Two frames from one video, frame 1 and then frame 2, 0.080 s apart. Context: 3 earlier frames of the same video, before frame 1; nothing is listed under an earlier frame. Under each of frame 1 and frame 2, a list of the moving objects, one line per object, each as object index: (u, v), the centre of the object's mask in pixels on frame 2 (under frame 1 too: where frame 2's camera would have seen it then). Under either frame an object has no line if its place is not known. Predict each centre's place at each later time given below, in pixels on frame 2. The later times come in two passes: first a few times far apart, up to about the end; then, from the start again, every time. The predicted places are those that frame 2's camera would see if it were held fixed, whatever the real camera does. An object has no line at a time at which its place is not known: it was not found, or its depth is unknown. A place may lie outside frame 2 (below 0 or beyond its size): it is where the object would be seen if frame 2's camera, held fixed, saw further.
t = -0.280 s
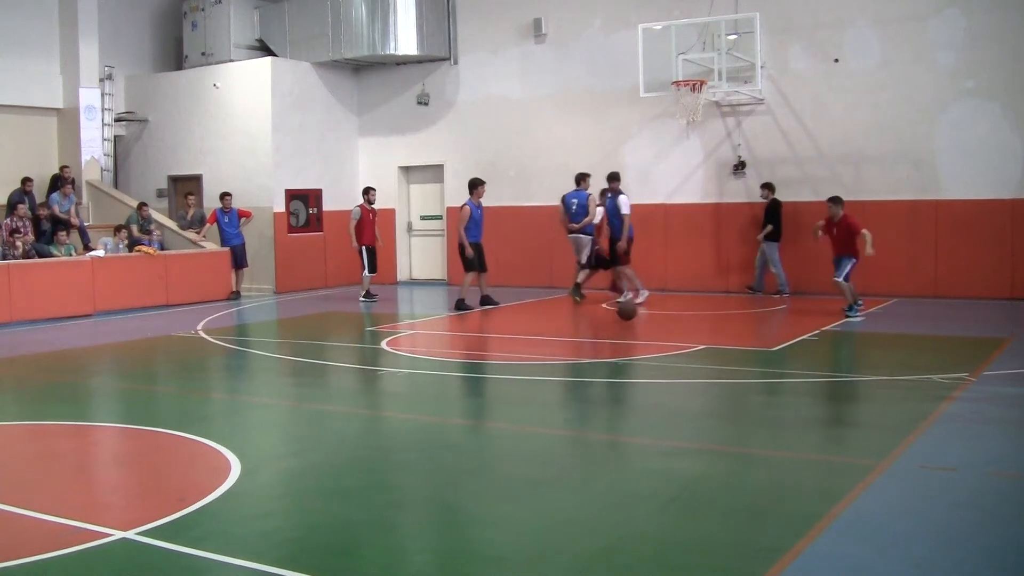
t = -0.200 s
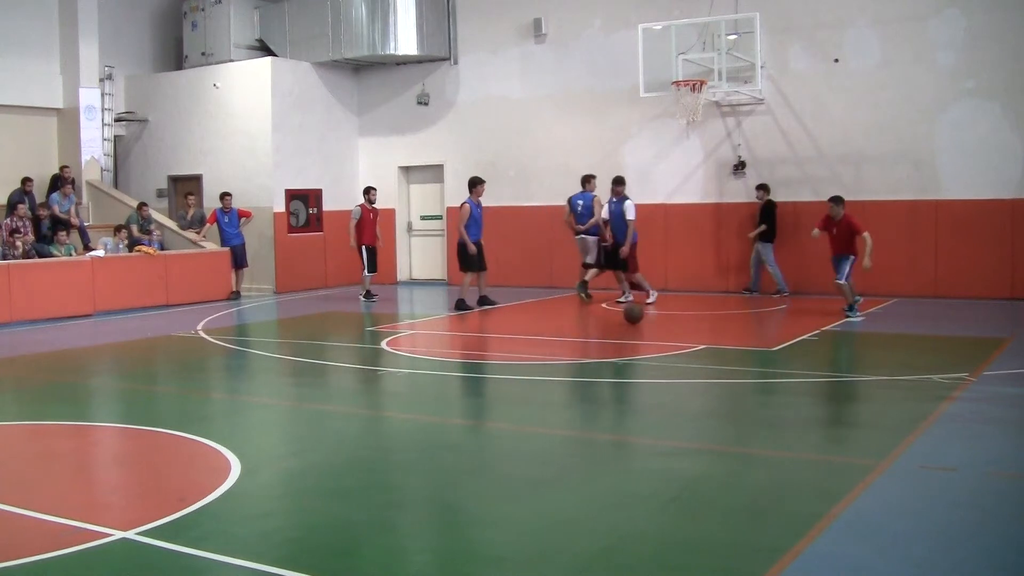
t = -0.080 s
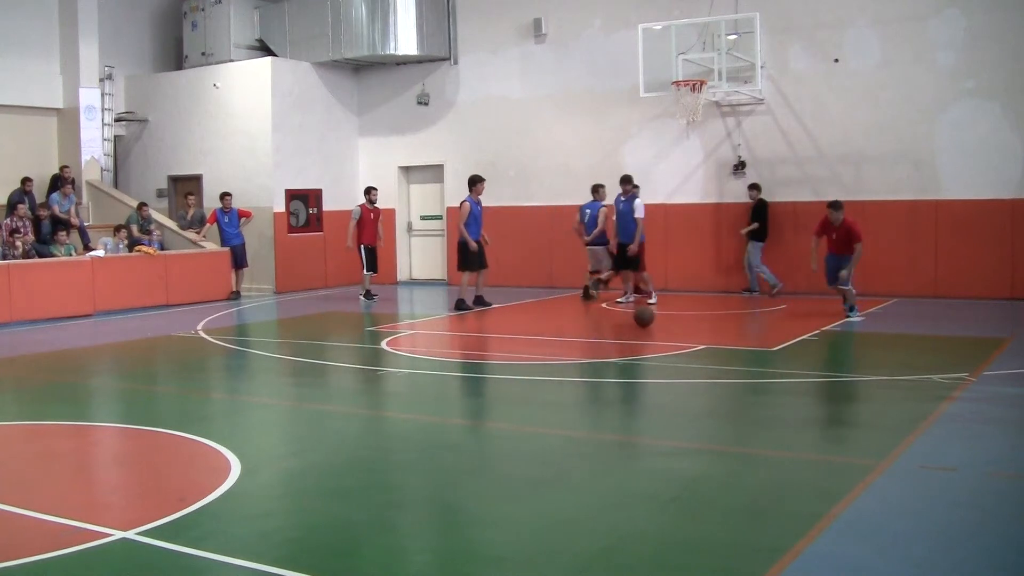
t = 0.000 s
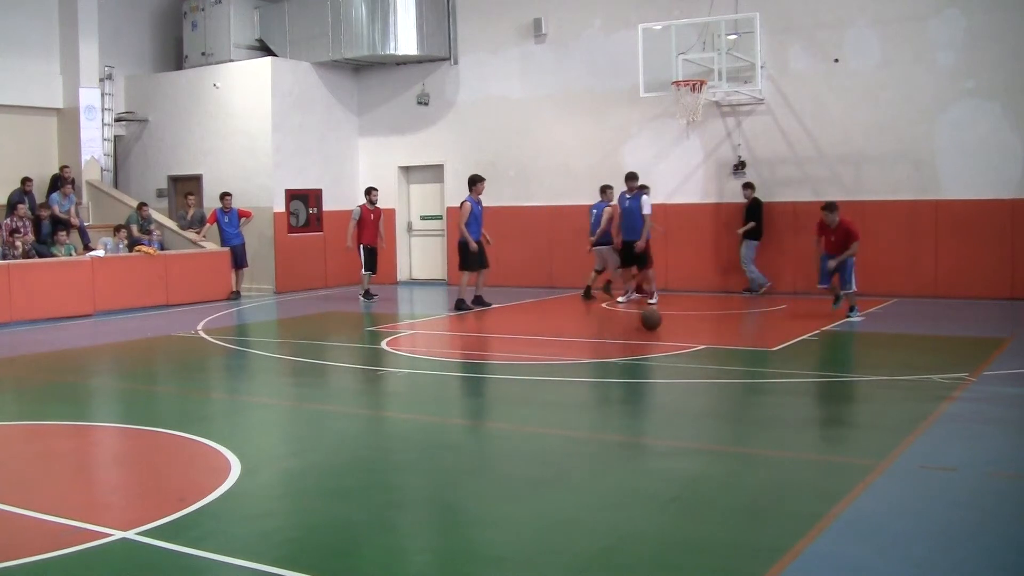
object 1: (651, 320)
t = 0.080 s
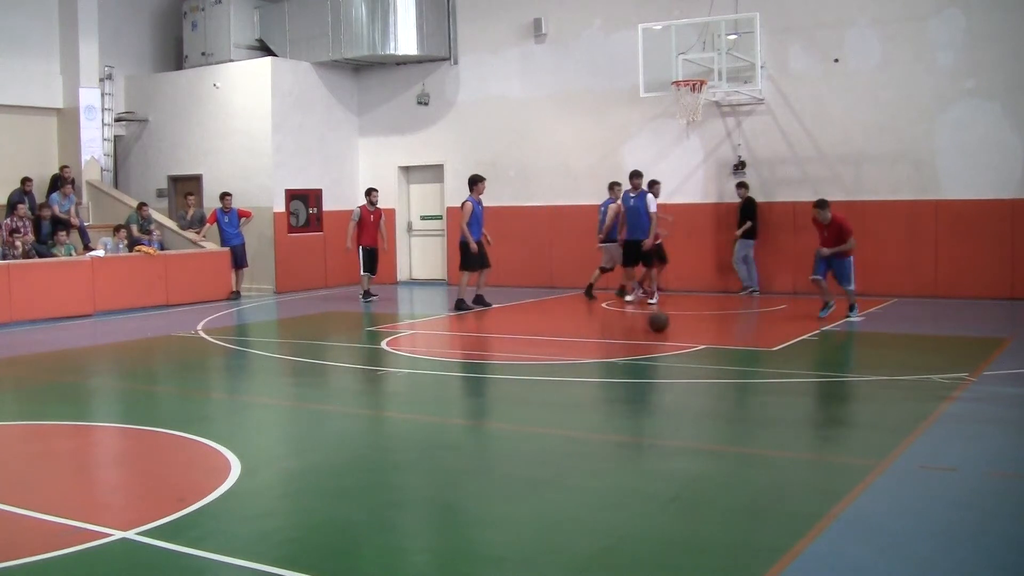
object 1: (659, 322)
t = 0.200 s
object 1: (670, 325)
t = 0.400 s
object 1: (691, 332)
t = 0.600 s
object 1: (714, 337)
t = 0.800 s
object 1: (740, 344)
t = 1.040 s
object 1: (776, 352)
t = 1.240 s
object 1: (808, 360)
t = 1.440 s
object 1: (843, 369)
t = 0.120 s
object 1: (663, 323)
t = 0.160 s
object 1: (666, 324)
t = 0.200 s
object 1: (670, 325)
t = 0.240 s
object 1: (674, 326)
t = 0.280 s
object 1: (679, 326)
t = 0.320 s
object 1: (683, 328)
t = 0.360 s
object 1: (687, 330)
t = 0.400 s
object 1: (691, 332)
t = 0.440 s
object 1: (696, 333)
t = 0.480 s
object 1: (700, 334)
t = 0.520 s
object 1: (705, 335)
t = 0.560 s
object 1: (709, 336)
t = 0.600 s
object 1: (714, 337)
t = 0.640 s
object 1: (720, 339)
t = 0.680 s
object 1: (725, 340)
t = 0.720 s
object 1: (730, 341)
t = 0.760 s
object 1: (736, 342)
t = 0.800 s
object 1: (740, 344)
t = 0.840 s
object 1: (747, 345)
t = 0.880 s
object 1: (752, 347)
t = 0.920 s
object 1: (758, 348)
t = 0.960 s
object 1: (764, 349)
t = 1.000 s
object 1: (770, 351)
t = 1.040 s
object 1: (776, 352)
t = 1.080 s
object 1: (782, 354)
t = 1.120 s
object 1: (789, 356)
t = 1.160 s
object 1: (795, 357)
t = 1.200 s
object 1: (802, 359)
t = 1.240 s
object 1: (808, 360)
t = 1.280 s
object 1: (816, 362)
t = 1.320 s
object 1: (823, 364)
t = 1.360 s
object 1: (829, 367)
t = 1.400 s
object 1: (836, 367)
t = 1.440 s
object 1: (843, 369)
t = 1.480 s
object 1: (852, 370)
